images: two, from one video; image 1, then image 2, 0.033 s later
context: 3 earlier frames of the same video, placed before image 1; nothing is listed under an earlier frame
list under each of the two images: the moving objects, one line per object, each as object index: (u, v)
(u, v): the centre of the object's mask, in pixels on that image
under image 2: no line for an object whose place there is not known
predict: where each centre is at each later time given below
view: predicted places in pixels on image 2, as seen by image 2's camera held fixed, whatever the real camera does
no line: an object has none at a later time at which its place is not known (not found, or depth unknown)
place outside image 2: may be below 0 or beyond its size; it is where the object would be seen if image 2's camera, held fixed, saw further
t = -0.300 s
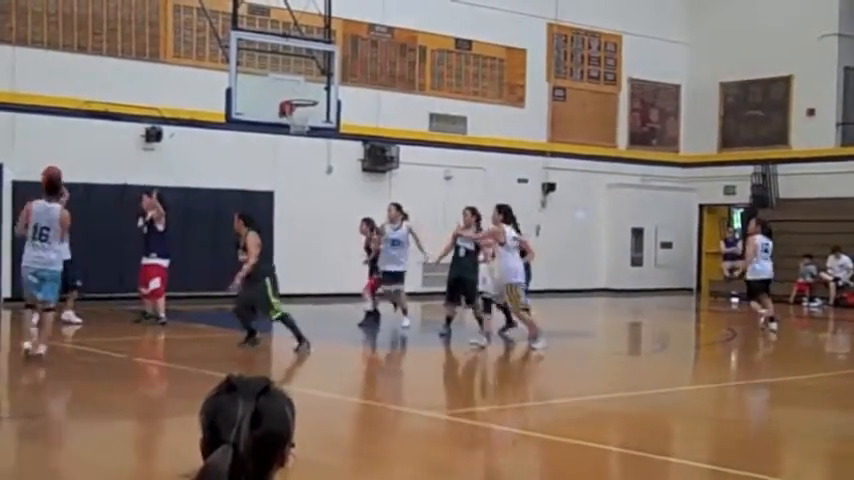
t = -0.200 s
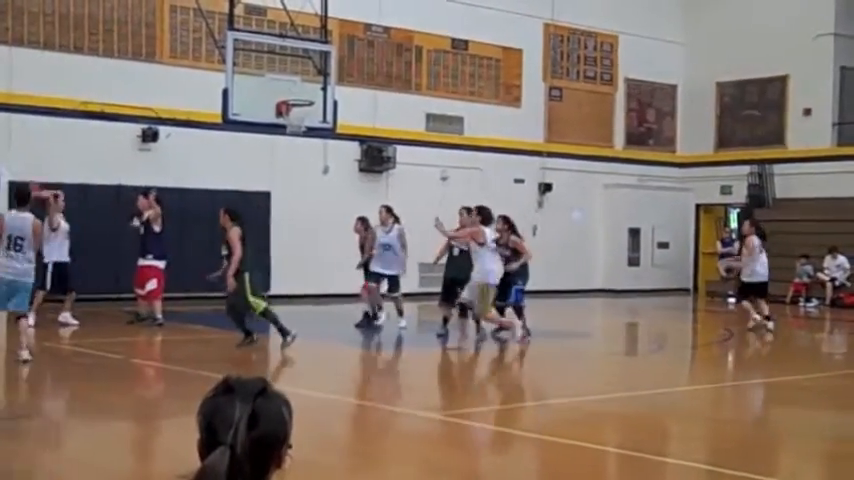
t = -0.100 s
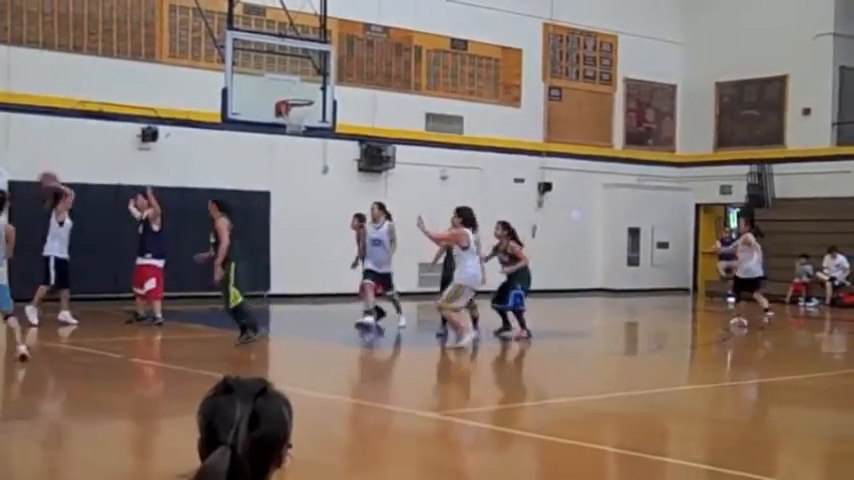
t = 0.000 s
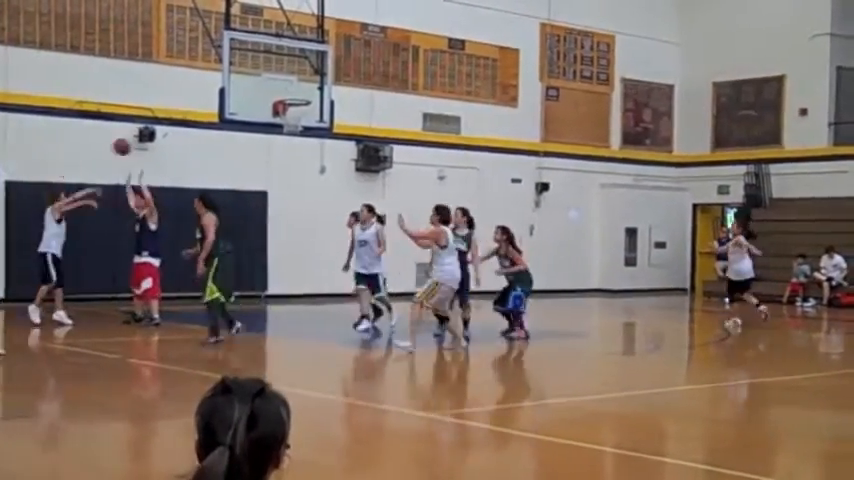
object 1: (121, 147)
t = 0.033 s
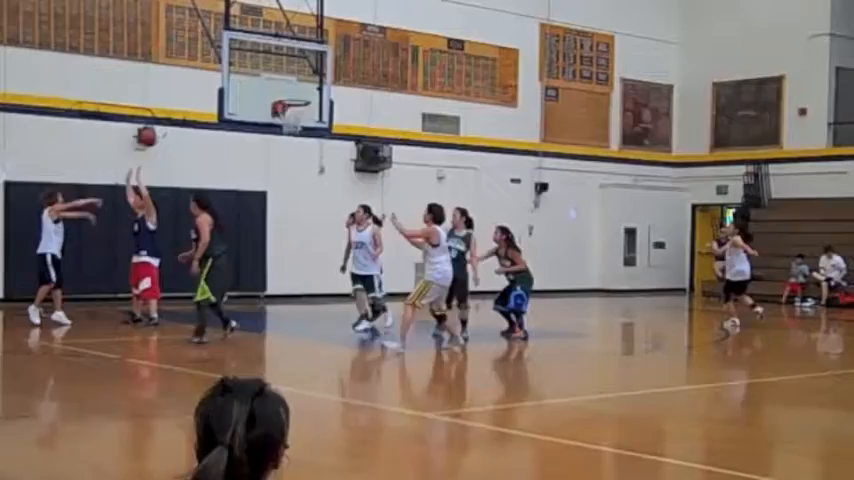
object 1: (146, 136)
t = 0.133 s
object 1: (227, 119)
